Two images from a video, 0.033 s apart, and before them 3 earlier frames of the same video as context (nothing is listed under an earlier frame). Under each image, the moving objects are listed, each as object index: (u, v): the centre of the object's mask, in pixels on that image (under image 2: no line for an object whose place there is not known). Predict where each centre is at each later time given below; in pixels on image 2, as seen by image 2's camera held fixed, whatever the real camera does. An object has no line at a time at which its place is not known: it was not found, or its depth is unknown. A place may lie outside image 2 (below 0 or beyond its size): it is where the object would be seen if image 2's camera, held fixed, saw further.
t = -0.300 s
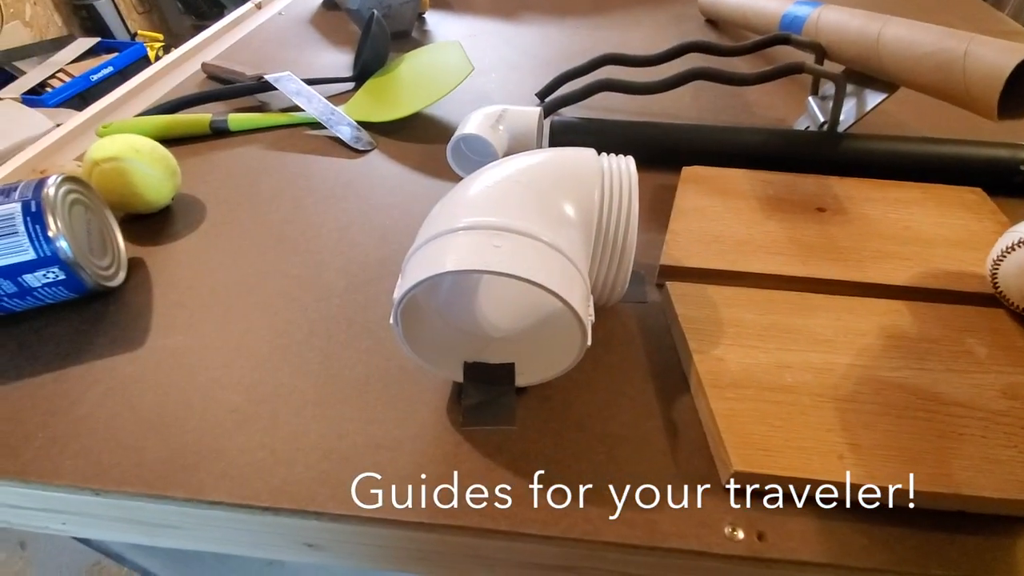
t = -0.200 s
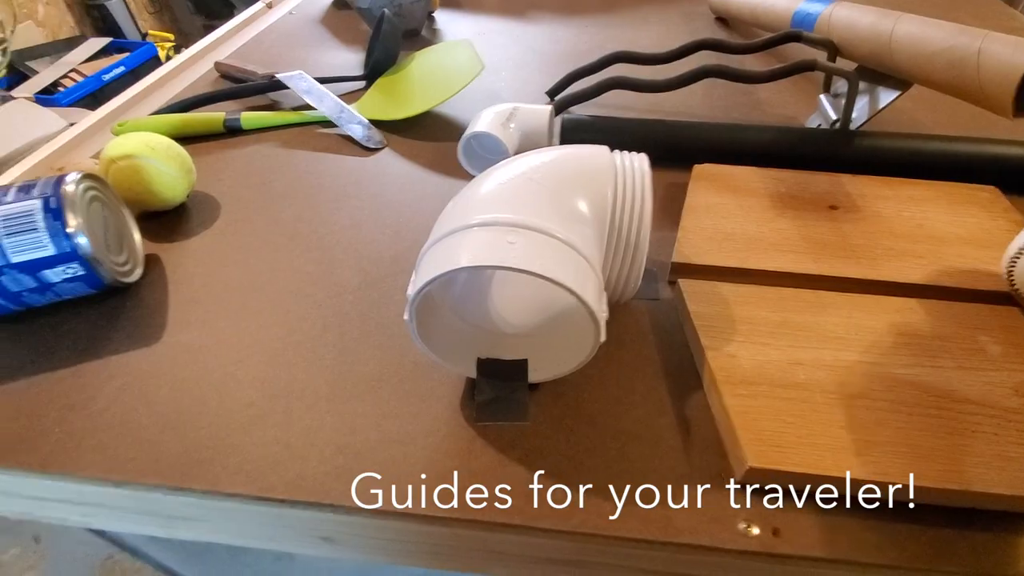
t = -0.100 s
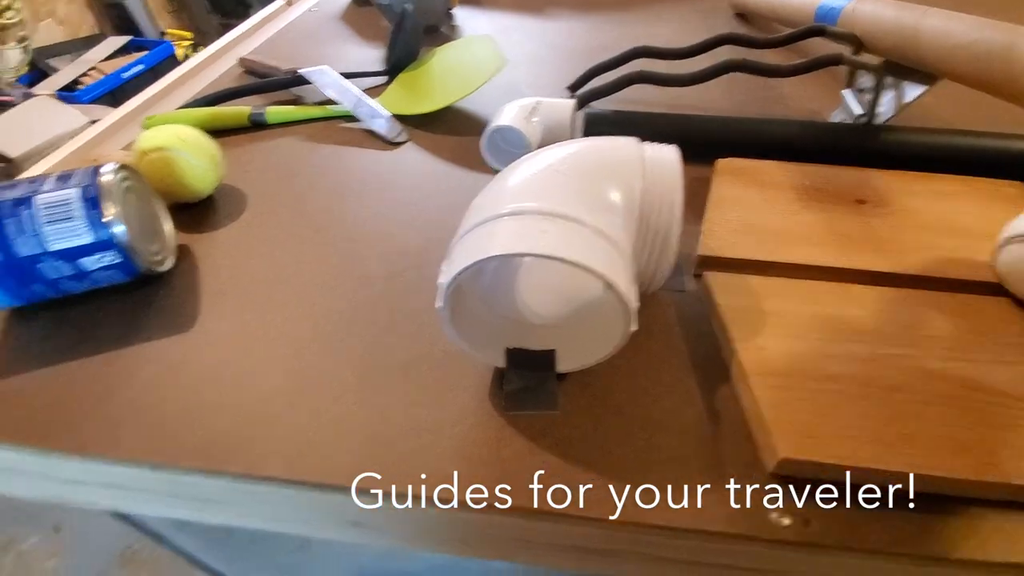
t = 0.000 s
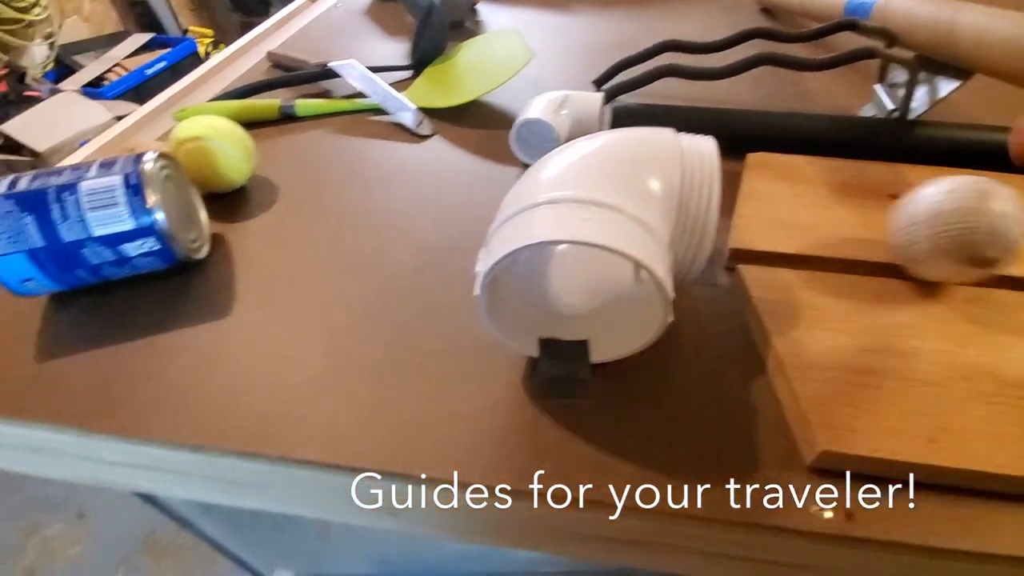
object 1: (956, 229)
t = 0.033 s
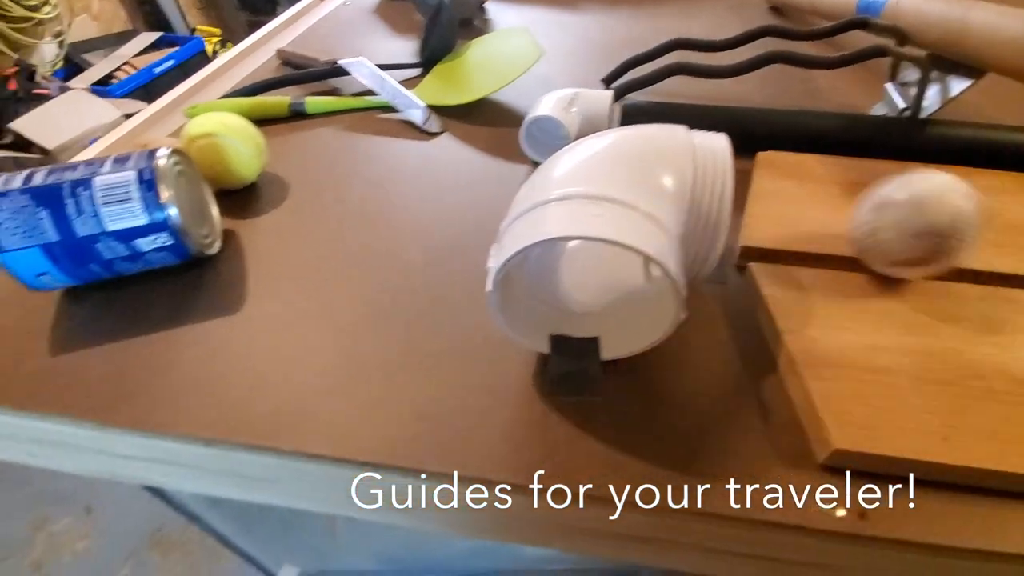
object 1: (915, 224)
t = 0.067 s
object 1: (866, 220)
